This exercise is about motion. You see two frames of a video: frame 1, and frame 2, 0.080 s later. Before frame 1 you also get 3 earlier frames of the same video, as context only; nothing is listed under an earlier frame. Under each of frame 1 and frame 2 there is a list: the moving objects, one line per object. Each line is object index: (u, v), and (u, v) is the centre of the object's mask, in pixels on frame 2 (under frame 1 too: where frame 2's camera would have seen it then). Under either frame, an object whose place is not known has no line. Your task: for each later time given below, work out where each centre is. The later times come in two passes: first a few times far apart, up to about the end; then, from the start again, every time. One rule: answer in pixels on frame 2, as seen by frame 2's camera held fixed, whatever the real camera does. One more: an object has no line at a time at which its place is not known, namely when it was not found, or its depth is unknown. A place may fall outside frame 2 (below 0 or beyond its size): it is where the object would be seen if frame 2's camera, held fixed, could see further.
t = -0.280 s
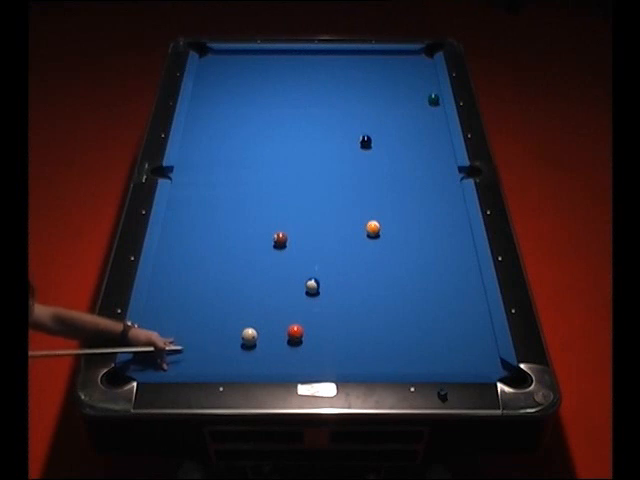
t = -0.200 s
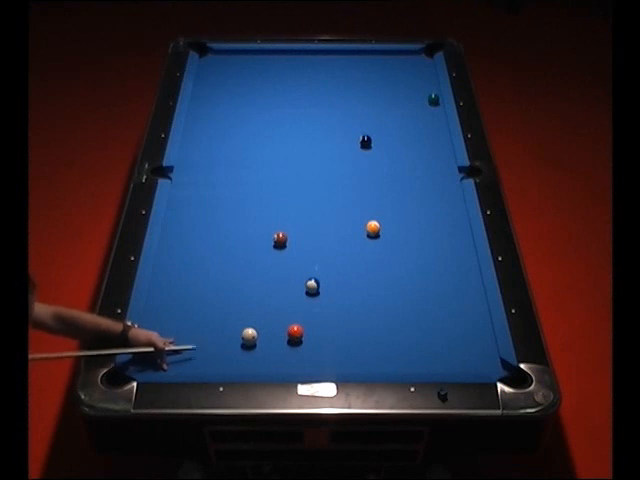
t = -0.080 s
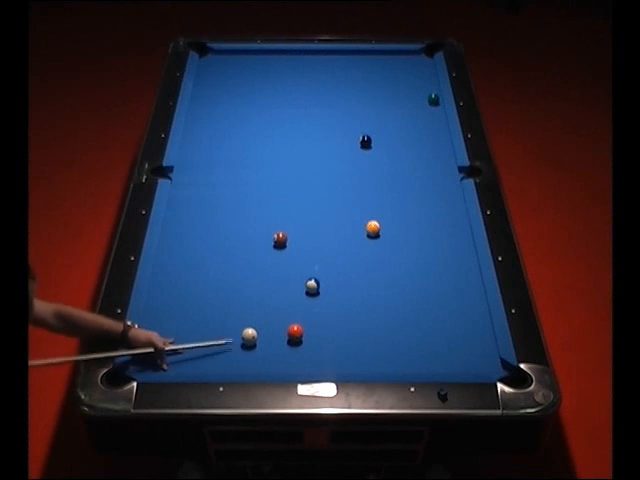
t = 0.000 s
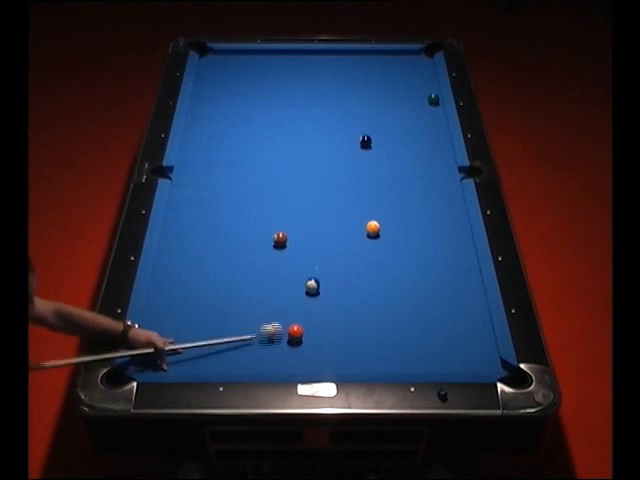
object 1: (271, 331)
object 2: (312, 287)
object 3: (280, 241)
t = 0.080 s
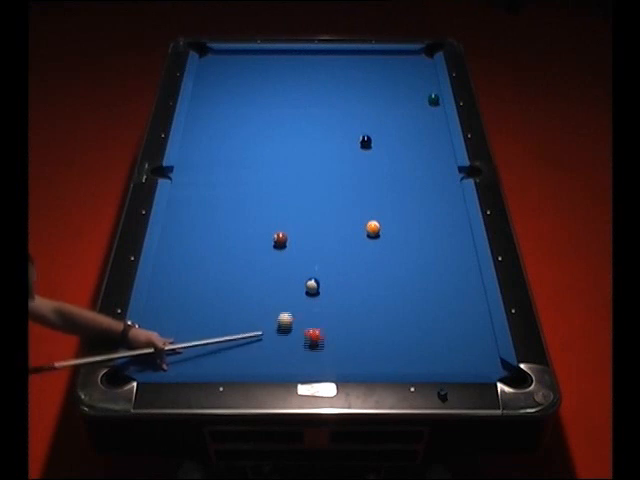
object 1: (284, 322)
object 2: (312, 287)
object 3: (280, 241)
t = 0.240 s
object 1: (292, 304)
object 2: (312, 287)
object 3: (280, 241)
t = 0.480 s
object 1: (296, 282)
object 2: (315, 286)
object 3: (280, 241)
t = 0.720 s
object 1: (293, 265)
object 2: (324, 284)
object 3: (280, 241)
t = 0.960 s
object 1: (291, 248)
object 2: (332, 283)
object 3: (279, 240)
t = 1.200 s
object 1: (296, 238)
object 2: (338, 282)
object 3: (273, 236)
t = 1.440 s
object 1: (303, 230)
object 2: (344, 281)
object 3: (265, 231)
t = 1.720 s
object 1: (311, 222)
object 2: (348, 281)
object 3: (257, 226)
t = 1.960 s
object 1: (316, 217)
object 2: (351, 282)
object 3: (252, 224)
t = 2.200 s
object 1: (321, 212)
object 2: (353, 282)
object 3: (247, 220)
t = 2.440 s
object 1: (326, 206)
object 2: (353, 282)
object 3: (243, 217)
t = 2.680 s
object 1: (330, 202)
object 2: (353, 282)
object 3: (240, 215)
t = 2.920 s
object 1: (333, 198)
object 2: (353, 281)
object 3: (237, 213)
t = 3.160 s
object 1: (336, 195)
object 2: (353, 281)
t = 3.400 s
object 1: (339, 193)
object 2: (353, 281)
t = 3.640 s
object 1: (342, 191)
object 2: (353, 281)
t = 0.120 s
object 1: (287, 316)
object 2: (312, 287)
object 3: (280, 241)
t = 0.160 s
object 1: (289, 311)
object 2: (312, 287)
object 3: (280, 241)
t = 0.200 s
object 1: (290, 307)
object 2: (312, 287)
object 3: (280, 241)
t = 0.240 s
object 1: (292, 304)
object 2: (312, 287)
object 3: (280, 241)
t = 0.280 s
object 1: (293, 300)
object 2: (312, 287)
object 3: (280, 241)
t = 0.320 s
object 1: (295, 296)
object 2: (312, 287)
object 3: (280, 241)
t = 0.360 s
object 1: (296, 292)
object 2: (312, 287)
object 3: (280, 241)
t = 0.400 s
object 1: (297, 289)
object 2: (312, 287)
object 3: (280, 241)
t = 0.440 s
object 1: (297, 285)
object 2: (313, 287)
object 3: (280, 241)
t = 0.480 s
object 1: (296, 282)
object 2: (315, 286)
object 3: (280, 241)
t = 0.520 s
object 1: (296, 279)
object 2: (317, 286)
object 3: (280, 241)
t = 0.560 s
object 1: (296, 276)
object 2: (318, 285)
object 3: (280, 241)
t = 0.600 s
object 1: (295, 273)
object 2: (320, 285)
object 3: (280, 241)
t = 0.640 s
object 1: (295, 270)
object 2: (321, 284)
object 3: (280, 241)
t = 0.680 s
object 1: (294, 267)
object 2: (323, 284)
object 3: (280, 241)
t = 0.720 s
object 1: (293, 265)
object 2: (324, 284)
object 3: (280, 241)
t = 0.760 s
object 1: (293, 261)
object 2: (326, 284)
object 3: (280, 240)
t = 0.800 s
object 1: (293, 258)
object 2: (327, 283)
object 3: (280, 241)
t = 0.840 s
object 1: (292, 256)
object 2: (328, 283)
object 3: (280, 240)
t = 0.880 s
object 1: (292, 253)
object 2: (330, 283)
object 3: (280, 240)
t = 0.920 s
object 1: (291, 250)
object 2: (331, 283)
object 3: (279, 240)
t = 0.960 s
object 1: (291, 248)
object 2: (332, 283)
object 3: (279, 240)
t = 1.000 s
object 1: (291, 245)
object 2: (333, 283)
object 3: (278, 240)
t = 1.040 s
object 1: (292, 243)
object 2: (334, 283)
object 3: (278, 240)
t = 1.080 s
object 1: (293, 242)
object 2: (335, 282)
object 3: (277, 239)
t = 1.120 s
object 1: (294, 241)
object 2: (336, 282)
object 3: (275, 238)
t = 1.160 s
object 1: (295, 239)
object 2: (337, 282)
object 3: (274, 237)
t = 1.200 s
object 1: (296, 238)
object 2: (338, 282)
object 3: (273, 236)
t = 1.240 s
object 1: (298, 237)
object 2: (339, 282)
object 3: (271, 235)
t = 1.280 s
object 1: (299, 236)
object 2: (340, 282)
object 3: (270, 234)
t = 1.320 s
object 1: (300, 234)
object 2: (341, 282)
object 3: (269, 233)
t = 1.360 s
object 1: (301, 233)
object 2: (342, 282)
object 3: (268, 232)
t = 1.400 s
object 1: (302, 232)
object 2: (343, 281)
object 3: (266, 232)
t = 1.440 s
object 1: (303, 230)
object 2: (344, 281)
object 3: (265, 231)
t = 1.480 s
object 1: (304, 229)
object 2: (344, 281)
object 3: (264, 230)
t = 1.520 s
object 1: (306, 228)
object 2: (345, 280)
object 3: (263, 229)
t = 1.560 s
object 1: (307, 227)
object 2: (346, 281)
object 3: (262, 229)
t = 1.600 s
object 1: (307, 225)
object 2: (347, 281)
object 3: (261, 228)
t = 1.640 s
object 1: (309, 224)
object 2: (347, 281)
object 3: (260, 227)
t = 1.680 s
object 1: (309, 223)
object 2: (348, 281)
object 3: (258, 227)
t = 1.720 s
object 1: (311, 222)
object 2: (348, 281)
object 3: (257, 226)
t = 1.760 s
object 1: (311, 221)
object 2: (349, 281)
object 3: (256, 225)
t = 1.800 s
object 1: (312, 220)
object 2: (350, 281)
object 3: (255, 224)
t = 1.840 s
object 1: (313, 219)
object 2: (350, 281)
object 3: (253, 221)
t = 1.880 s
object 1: (315, 218)
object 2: (350, 281)
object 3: (254, 226)
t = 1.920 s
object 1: (315, 218)
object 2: (351, 282)
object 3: (252, 224)
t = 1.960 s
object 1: (316, 217)
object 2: (351, 282)
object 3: (252, 224)
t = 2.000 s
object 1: (317, 217)
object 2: (352, 282)
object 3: (251, 223)
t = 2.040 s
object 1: (318, 216)
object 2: (352, 282)
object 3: (250, 223)
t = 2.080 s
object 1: (319, 215)
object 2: (352, 282)
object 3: (249, 222)
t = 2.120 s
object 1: (320, 214)
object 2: (352, 282)
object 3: (248, 221)
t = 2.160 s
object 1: (320, 213)
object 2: (352, 282)
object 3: (248, 221)
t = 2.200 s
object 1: (321, 212)
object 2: (353, 282)
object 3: (247, 220)
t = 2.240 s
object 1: (322, 211)
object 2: (353, 282)
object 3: (247, 220)
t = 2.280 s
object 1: (323, 210)
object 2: (353, 282)
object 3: (246, 219)
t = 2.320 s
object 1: (324, 209)
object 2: (353, 282)
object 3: (245, 218)
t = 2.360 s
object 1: (325, 208)
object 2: (353, 282)
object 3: (244, 218)
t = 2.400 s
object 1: (325, 207)
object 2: (353, 282)
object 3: (243, 217)
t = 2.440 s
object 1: (326, 206)
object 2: (353, 282)
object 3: (243, 217)
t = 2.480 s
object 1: (327, 206)
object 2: (353, 282)
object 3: (242, 216)
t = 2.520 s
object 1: (327, 205)
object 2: (353, 282)
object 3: (242, 216)
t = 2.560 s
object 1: (328, 204)
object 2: (353, 282)
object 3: (241, 216)
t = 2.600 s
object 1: (329, 203)
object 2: (353, 282)
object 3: (241, 215)
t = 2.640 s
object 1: (329, 202)
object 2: (353, 282)
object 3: (240, 215)
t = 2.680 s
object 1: (330, 202)
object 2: (353, 282)
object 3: (240, 215)
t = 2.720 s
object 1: (330, 201)
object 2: (353, 282)
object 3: (239, 214)
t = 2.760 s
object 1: (331, 201)
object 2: (353, 282)
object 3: (239, 214)
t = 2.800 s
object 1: (331, 200)
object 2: (353, 281)
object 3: (238, 214)
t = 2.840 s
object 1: (332, 199)
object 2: (353, 281)
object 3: (238, 213)
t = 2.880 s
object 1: (333, 199)
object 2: (353, 281)
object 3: (237, 213)
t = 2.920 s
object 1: (333, 198)
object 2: (353, 281)
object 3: (237, 213)
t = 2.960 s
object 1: (334, 198)
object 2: (353, 281)
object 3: (236, 212)
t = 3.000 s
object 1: (334, 197)
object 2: (353, 281)
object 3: (236, 212)
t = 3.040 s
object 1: (335, 197)
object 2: (353, 281)
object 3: (235, 212)
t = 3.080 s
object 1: (335, 196)
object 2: (353, 281)
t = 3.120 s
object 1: (336, 196)
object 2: (353, 281)
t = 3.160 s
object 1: (336, 195)
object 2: (353, 281)
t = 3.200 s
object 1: (337, 195)
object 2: (353, 281)
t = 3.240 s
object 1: (337, 194)
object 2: (353, 281)
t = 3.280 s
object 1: (338, 194)
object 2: (353, 281)
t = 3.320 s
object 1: (338, 194)
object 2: (353, 281)
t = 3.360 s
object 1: (339, 193)
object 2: (353, 281)
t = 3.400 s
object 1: (339, 193)
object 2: (353, 281)
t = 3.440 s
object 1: (340, 192)
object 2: (353, 281)
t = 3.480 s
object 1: (340, 192)
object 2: (353, 281)
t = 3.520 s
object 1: (340, 192)
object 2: (353, 281)
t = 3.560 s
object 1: (341, 192)
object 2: (353, 281)
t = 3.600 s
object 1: (341, 191)
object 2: (353, 281)
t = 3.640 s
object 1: (342, 191)
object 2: (353, 281)
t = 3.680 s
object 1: (342, 191)
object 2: (353, 281)
